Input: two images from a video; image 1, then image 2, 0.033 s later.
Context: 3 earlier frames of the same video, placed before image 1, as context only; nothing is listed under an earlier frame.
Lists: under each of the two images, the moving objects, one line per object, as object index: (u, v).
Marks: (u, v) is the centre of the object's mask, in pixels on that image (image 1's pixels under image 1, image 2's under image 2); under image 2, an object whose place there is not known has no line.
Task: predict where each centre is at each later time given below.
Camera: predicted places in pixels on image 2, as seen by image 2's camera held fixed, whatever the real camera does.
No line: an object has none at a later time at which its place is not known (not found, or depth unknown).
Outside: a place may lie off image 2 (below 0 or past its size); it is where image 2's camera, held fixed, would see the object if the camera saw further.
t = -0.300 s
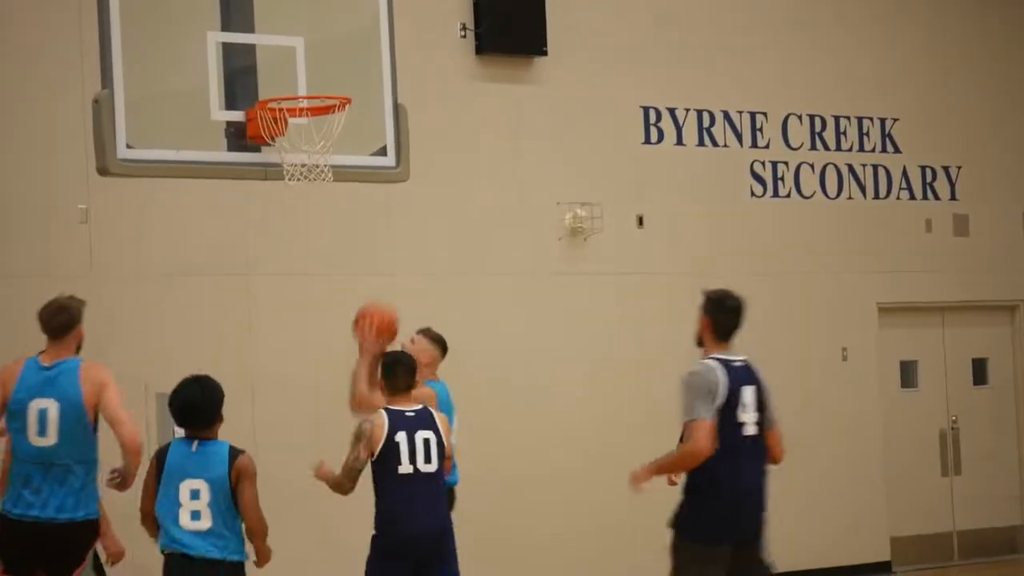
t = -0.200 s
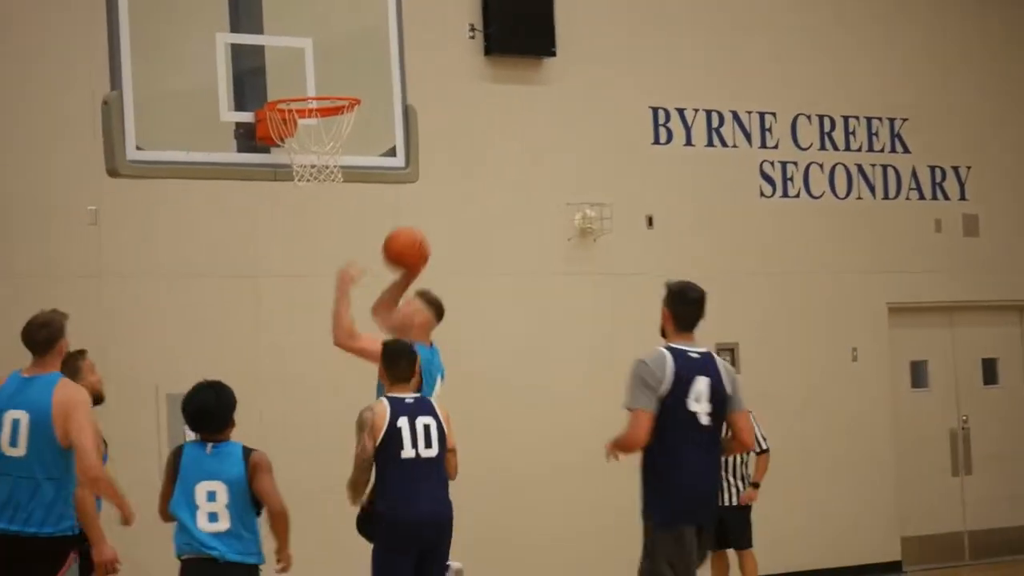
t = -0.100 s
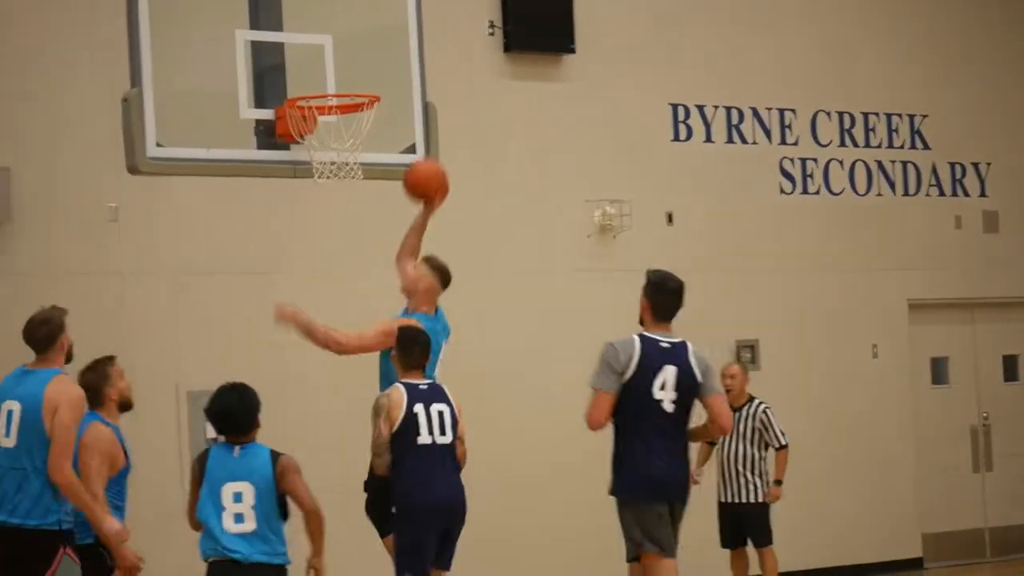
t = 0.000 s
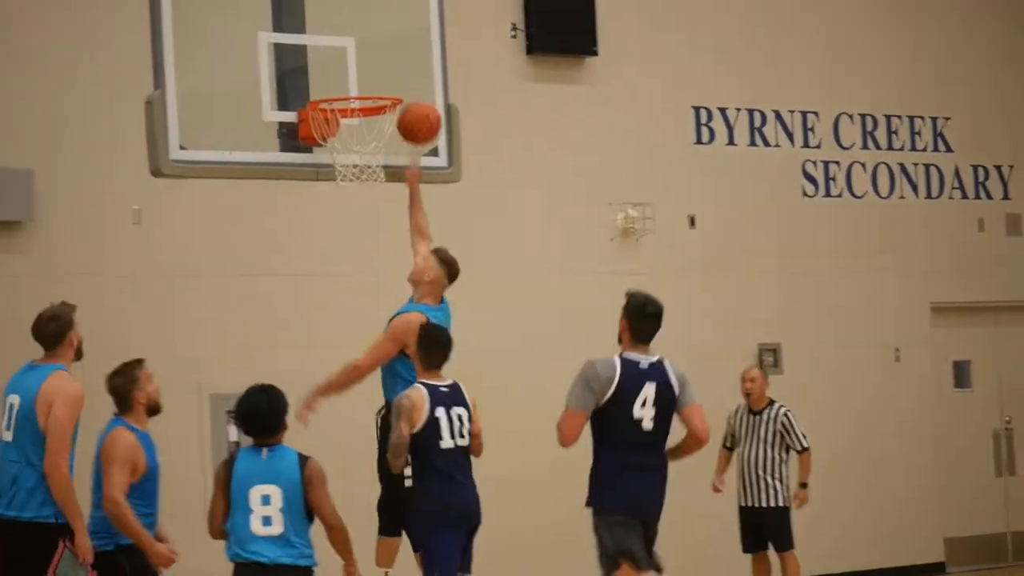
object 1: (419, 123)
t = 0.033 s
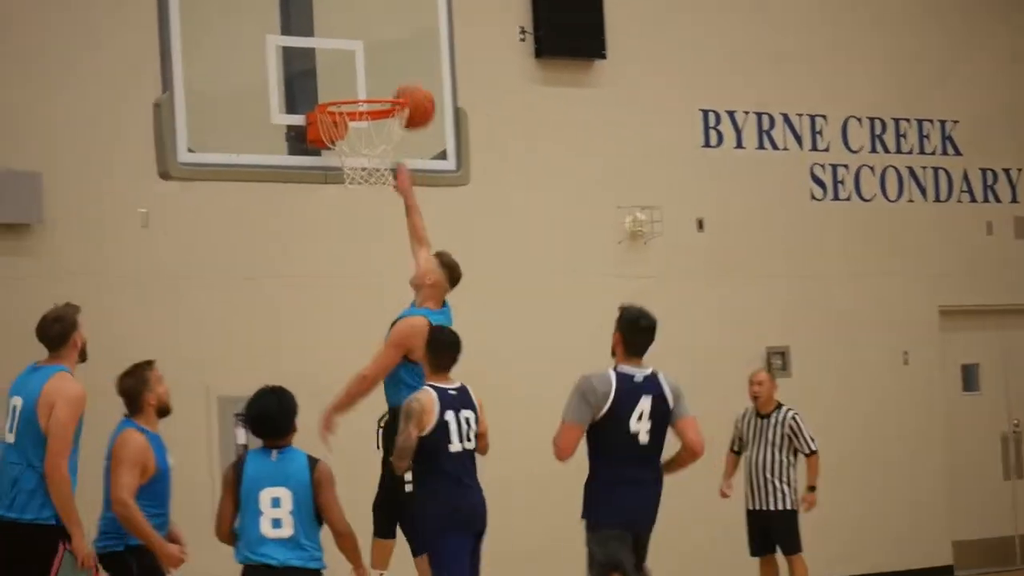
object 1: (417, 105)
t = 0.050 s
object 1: (408, 94)
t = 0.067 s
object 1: (398, 85)
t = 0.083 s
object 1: (390, 80)
